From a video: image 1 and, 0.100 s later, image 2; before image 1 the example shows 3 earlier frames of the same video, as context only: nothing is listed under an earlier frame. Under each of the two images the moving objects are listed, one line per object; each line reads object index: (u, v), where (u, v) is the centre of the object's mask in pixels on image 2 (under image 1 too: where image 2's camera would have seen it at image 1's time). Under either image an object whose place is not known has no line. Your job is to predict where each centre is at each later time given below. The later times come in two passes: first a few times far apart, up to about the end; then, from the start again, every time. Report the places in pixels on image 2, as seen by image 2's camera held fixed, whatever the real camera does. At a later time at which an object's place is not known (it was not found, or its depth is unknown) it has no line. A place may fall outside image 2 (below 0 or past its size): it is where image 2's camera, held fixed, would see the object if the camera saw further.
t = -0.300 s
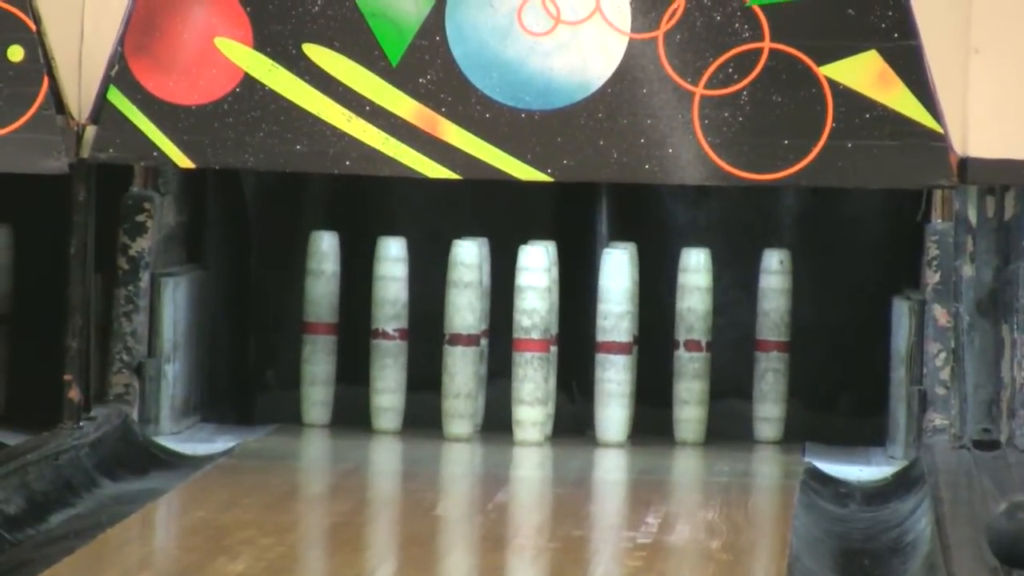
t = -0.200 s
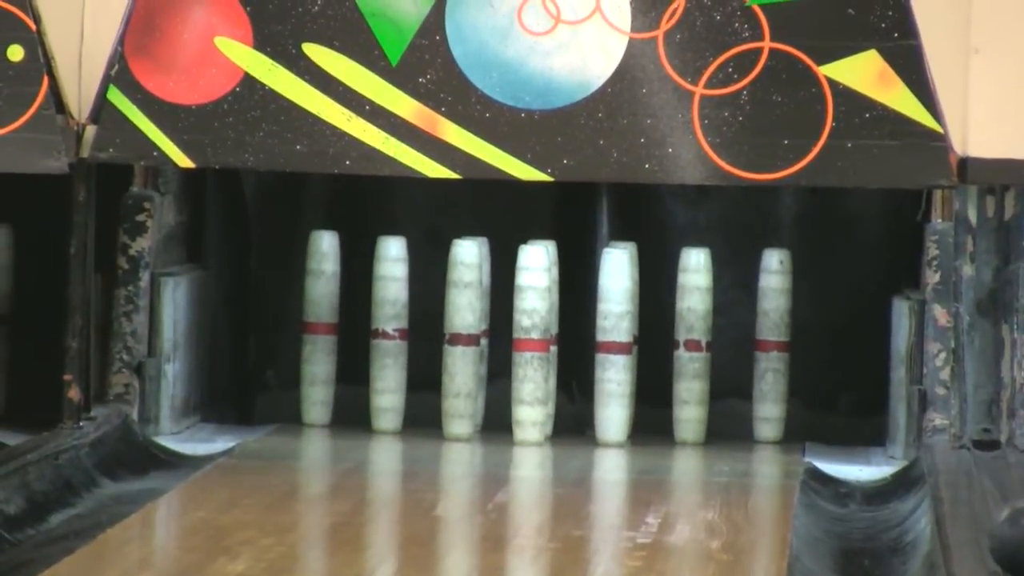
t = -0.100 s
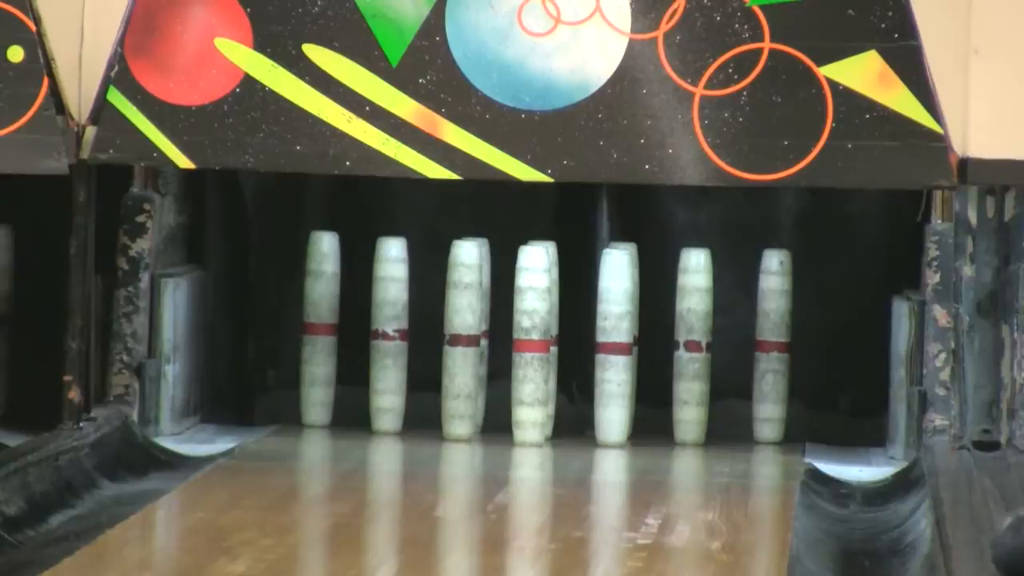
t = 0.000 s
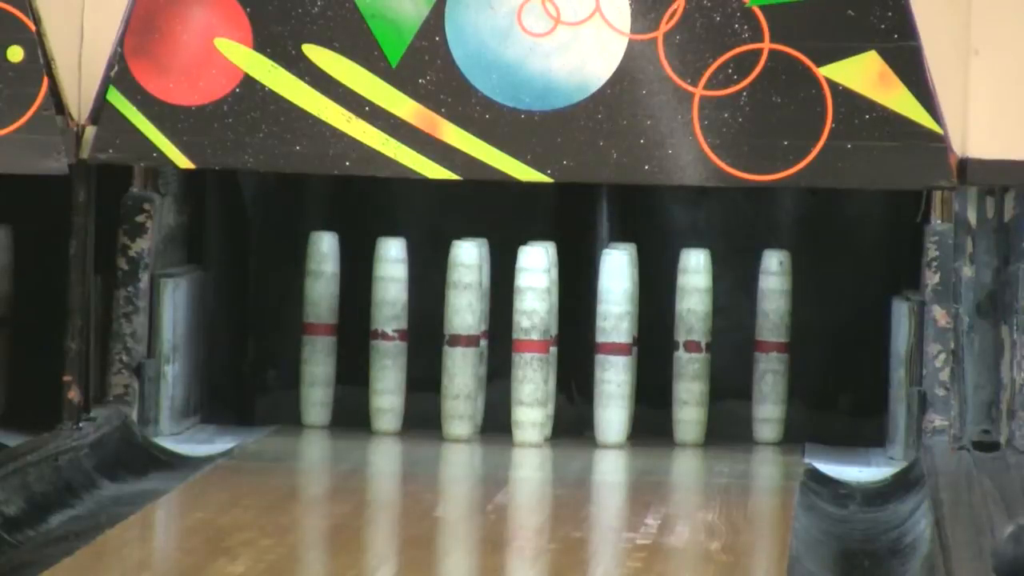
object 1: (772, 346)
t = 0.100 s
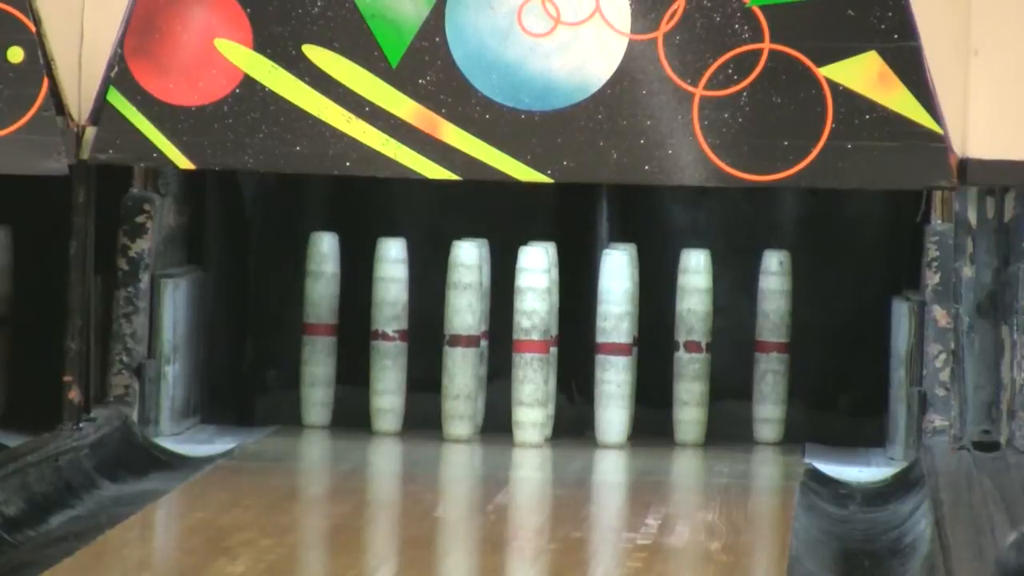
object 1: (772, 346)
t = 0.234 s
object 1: (772, 346)
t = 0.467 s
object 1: (772, 346)
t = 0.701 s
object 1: (772, 346)
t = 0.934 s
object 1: (772, 346)
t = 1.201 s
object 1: (772, 346)
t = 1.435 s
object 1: (787, 346)
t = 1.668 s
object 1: (843, 358)
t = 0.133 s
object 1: (772, 346)
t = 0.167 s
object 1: (772, 346)
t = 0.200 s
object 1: (772, 346)
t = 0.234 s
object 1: (772, 346)
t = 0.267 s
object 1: (772, 346)
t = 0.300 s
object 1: (772, 346)
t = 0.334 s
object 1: (772, 346)
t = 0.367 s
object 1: (772, 346)
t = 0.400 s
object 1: (772, 346)
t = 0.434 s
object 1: (772, 346)
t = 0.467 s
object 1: (772, 346)
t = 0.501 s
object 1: (772, 346)
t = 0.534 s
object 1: (772, 346)
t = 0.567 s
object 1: (772, 346)
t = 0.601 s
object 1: (772, 346)
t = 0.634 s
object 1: (772, 346)
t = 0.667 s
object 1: (772, 346)
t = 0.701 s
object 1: (772, 346)
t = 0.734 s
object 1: (772, 346)
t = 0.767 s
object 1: (772, 346)
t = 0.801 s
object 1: (772, 346)
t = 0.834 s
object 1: (772, 346)
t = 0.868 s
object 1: (772, 346)
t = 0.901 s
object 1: (772, 346)
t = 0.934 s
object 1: (772, 346)
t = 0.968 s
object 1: (772, 346)
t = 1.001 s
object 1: (772, 346)
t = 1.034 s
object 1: (772, 346)
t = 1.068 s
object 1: (772, 346)
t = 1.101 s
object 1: (772, 346)
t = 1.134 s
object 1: (772, 346)
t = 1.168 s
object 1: (772, 346)
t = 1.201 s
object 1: (772, 346)
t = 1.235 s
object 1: (772, 346)
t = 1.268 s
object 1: (772, 347)
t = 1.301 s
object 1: (775, 345)
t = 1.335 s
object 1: (778, 346)
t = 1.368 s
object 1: (781, 346)
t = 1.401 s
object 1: (784, 345)
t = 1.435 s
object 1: (787, 346)
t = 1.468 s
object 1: (790, 347)
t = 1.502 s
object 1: (797, 351)
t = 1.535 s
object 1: (807, 350)
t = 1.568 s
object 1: (816, 350)
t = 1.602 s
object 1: (825, 353)
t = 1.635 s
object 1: (834, 356)
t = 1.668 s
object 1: (843, 358)
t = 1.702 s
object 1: (845, 356)
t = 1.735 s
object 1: (845, 358)
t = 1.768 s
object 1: (845, 361)
